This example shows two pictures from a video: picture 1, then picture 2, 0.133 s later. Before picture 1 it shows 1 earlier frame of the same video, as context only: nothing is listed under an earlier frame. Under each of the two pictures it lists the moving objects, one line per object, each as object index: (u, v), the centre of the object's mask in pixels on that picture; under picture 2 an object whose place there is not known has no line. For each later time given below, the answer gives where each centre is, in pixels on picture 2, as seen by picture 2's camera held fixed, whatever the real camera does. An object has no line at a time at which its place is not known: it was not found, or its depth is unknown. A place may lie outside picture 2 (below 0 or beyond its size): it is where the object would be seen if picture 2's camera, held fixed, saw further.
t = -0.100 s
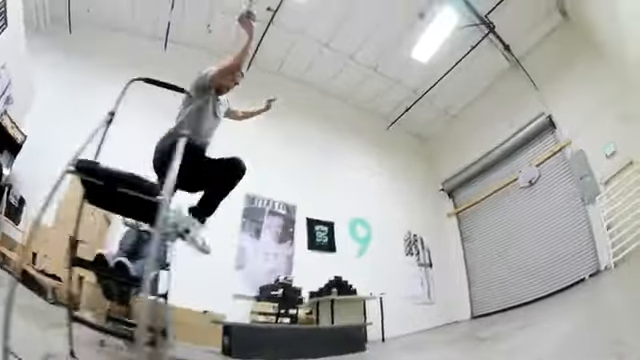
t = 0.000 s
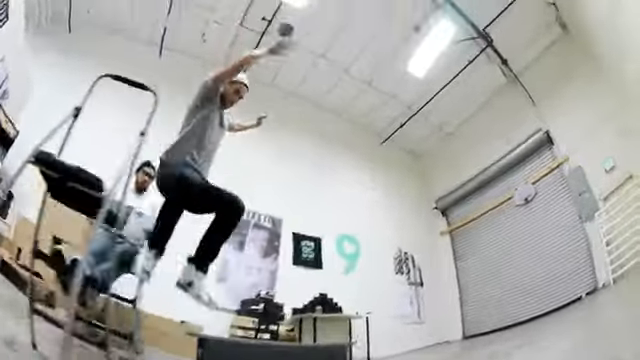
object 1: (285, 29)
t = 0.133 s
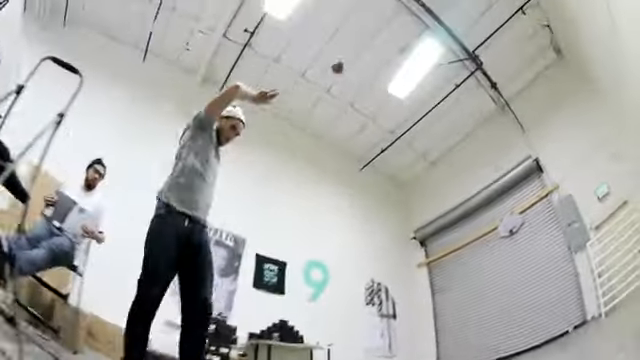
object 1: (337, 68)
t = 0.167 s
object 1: (351, 76)
